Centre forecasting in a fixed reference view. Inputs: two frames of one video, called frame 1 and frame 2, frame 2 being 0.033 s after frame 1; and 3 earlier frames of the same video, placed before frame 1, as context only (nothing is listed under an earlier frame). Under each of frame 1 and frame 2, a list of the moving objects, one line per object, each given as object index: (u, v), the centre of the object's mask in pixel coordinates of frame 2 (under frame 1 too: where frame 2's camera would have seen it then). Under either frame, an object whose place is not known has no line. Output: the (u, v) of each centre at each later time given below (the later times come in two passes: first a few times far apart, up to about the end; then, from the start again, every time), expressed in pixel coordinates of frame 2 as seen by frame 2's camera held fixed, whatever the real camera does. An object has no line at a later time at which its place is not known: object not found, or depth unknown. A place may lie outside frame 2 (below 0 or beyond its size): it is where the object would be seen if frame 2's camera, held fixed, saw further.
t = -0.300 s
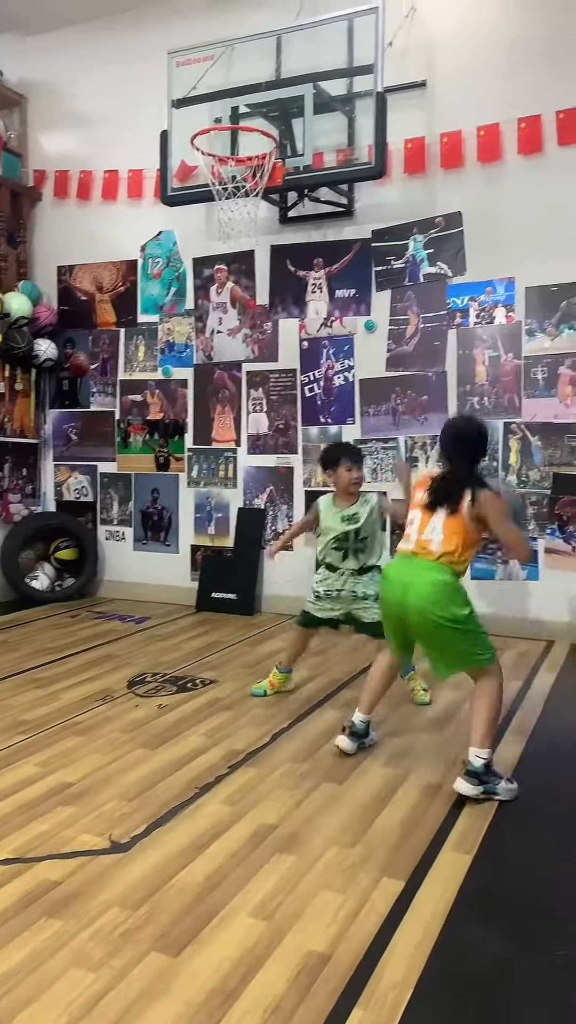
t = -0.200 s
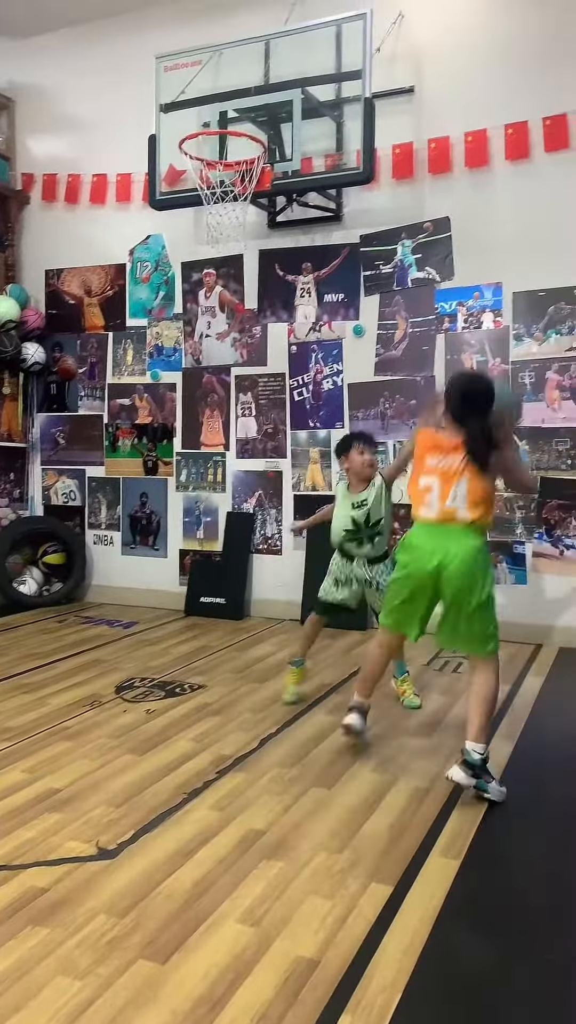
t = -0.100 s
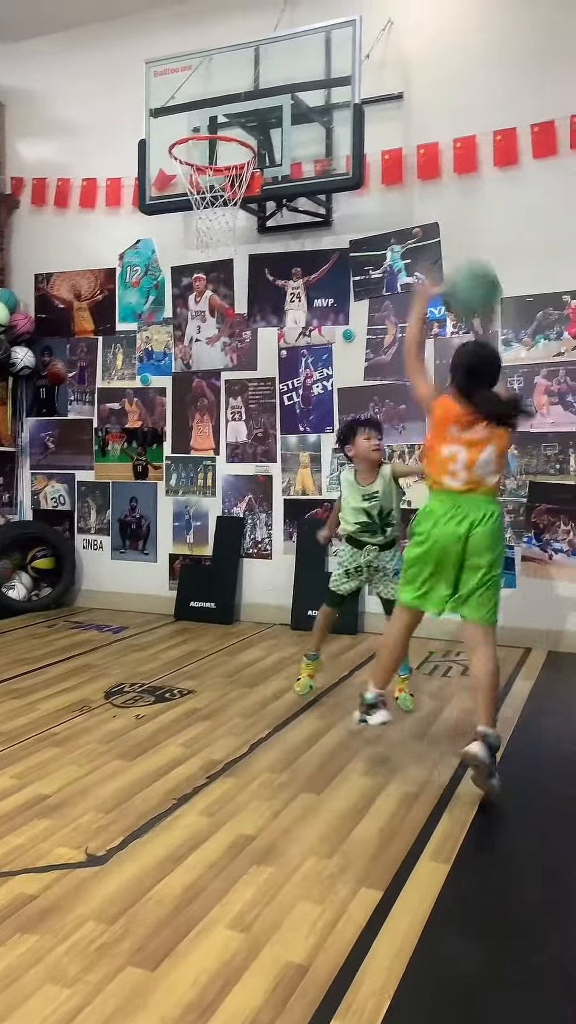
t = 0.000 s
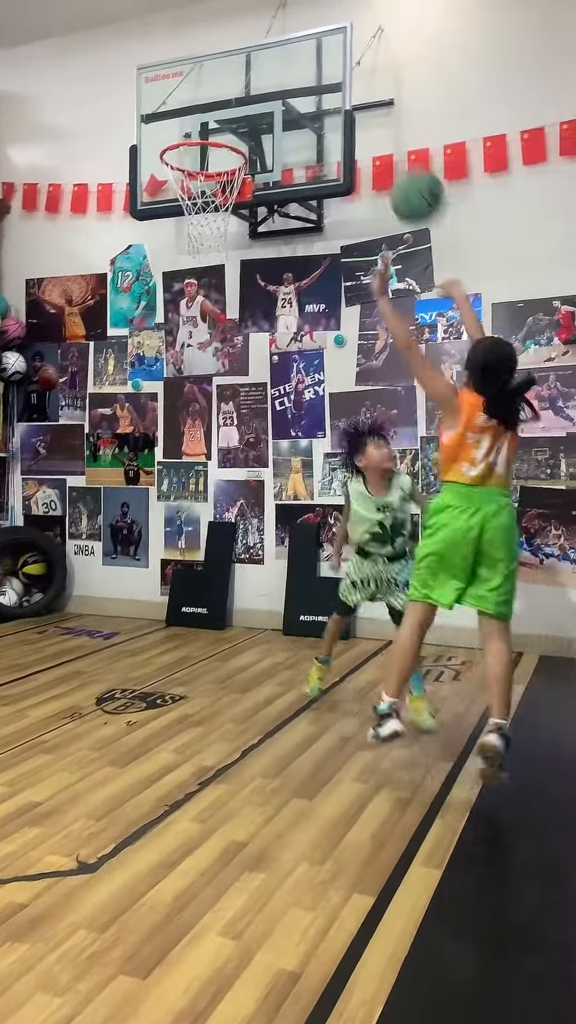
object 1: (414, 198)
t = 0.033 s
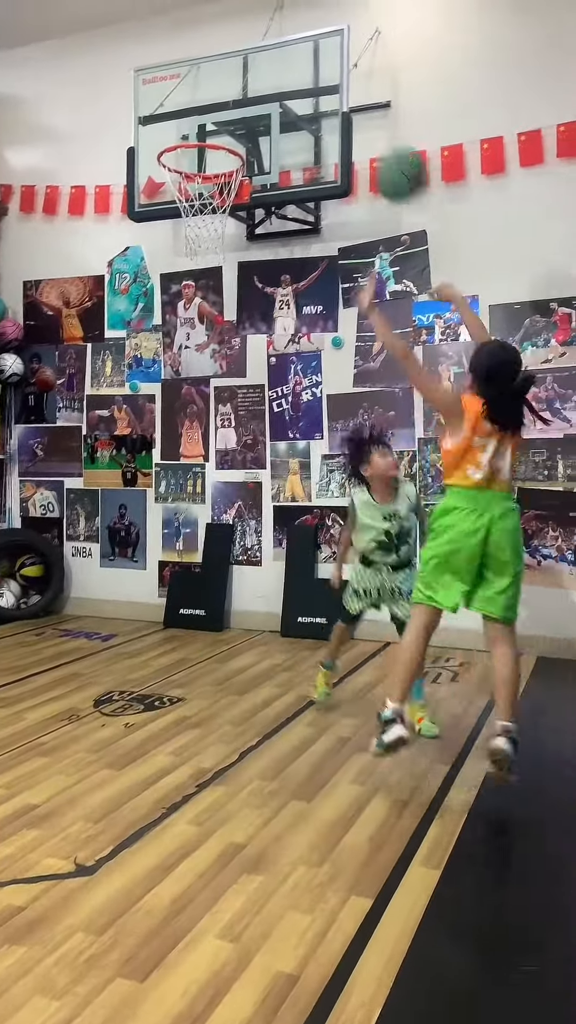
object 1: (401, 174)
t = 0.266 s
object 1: (322, 98)
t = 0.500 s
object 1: (257, 107)
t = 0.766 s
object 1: (184, 137)
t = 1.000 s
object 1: (183, 150)
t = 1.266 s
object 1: (217, 179)
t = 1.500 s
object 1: (232, 244)
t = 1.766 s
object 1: (229, 399)
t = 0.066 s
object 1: (387, 153)
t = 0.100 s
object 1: (375, 136)
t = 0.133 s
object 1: (364, 122)
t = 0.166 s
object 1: (351, 112)
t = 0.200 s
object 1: (342, 105)
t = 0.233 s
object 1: (331, 100)
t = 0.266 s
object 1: (322, 98)
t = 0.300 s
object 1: (313, 97)
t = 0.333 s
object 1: (304, 100)
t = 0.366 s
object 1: (296, 100)
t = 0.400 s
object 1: (287, 104)
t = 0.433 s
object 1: (279, 107)
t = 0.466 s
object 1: (268, 107)
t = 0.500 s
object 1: (257, 107)
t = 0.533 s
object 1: (247, 111)
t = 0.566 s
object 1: (234, 116)
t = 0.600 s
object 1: (224, 124)
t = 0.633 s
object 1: (212, 131)
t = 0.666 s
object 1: (205, 128)
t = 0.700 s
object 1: (198, 128)
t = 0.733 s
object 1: (191, 133)
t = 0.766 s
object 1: (184, 137)
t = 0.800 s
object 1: (176, 143)
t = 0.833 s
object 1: (176, 142)
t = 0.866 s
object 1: (177, 141)
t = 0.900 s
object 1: (177, 143)
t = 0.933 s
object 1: (178, 145)
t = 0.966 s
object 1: (179, 152)
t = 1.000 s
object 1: (183, 150)
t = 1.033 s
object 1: (186, 152)
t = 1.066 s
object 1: (190, 155)
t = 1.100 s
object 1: (194, 162)
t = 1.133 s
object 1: (199, 164)
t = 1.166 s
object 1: (202, 165)
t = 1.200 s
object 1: (207, 167)
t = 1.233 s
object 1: (214, 174)
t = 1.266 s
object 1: (217, 179)
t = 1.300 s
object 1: (220, 187)
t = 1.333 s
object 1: (226, 199)
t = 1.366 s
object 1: (230, 210)
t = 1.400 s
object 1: (232, 220)
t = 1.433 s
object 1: (233, 227)
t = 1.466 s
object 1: (233, 234)
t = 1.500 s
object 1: (232, 244)
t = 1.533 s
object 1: (232, 256)
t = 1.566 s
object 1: (232, 269)
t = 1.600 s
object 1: (230, 286)
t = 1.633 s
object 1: (230, 306)
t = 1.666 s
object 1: (228, 326)
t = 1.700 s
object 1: (228, 346)
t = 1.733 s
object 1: (228, 370)
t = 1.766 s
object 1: (229, 399)
